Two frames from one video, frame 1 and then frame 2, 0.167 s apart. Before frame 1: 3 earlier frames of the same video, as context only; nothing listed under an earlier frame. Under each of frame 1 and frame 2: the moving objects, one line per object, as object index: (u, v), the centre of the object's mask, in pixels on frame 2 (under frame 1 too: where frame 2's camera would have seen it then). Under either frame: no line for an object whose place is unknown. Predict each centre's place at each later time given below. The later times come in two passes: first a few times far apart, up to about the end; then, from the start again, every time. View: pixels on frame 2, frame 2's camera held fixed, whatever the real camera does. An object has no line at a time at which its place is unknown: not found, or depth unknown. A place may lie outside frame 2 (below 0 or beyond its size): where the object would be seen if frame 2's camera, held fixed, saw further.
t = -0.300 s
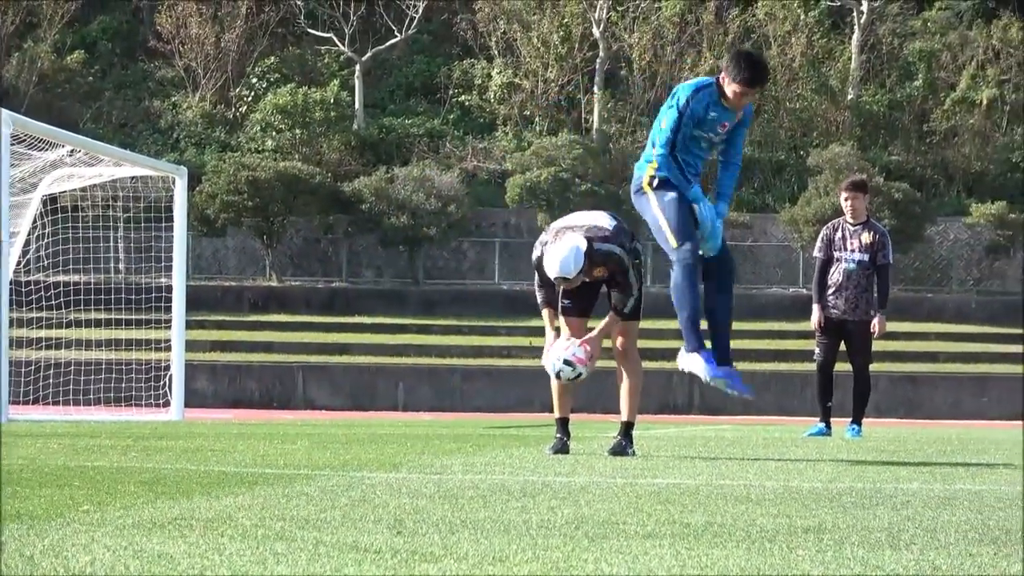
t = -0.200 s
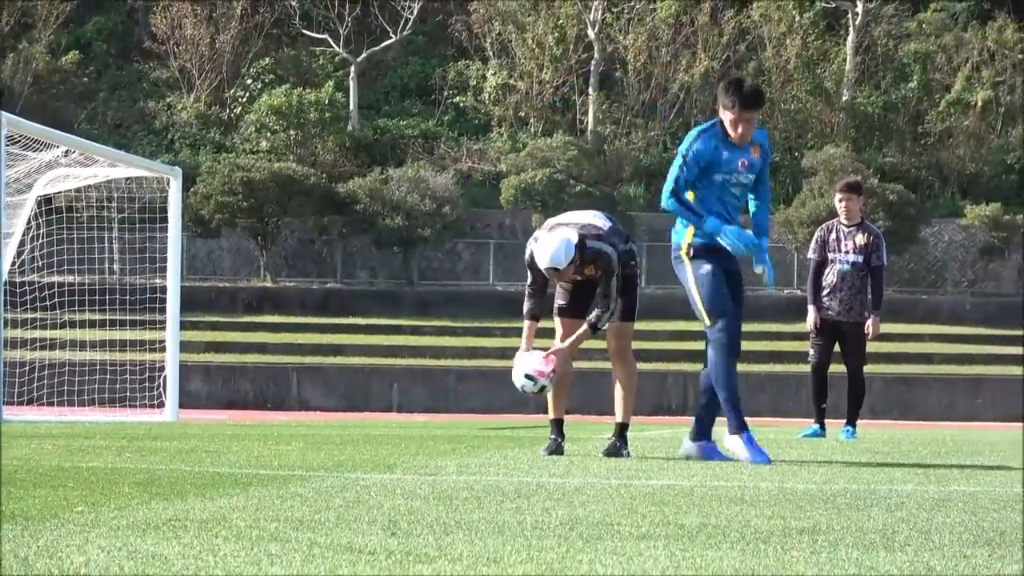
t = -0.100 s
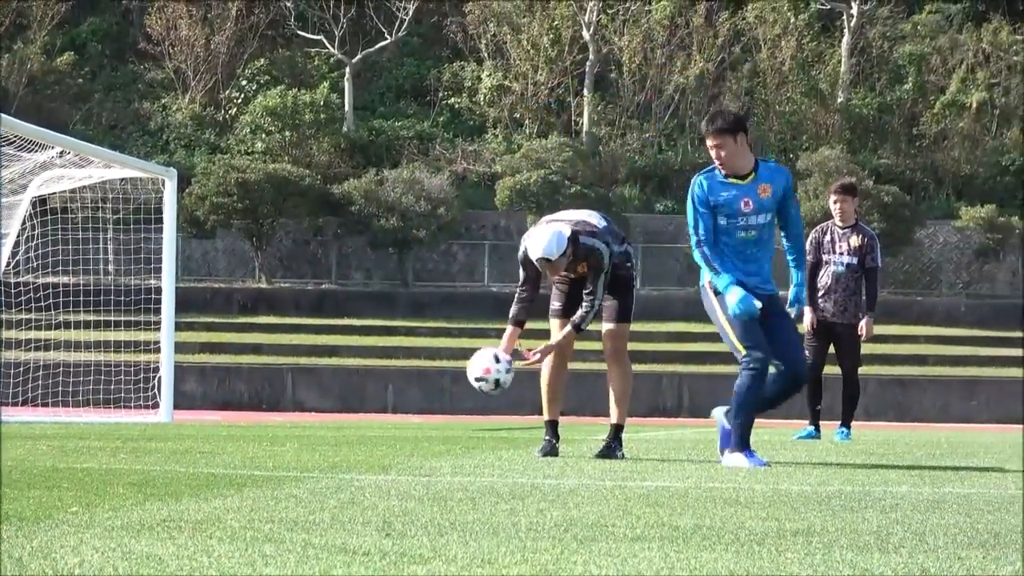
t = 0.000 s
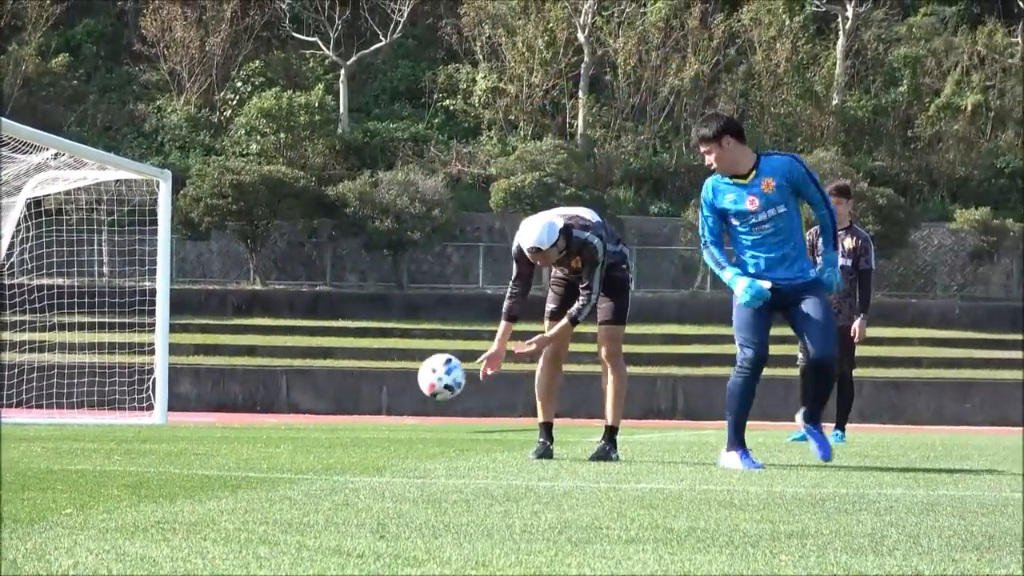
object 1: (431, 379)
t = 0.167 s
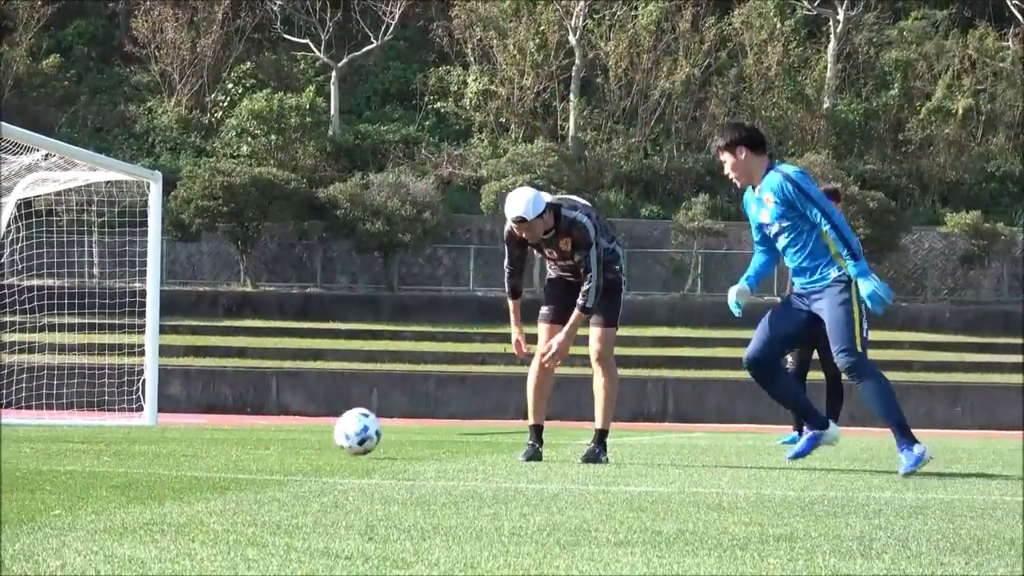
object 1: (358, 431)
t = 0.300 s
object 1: (315, 418)
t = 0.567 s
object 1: (234, 430)
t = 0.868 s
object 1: (150, 430)
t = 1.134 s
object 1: (86, 427)
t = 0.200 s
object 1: (345, 437)
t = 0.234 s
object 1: (335, 429)
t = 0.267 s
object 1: (325, 422)
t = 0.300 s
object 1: (315, 418)
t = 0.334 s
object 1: (305, 416)
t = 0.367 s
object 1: (295, 416)
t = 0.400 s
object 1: (285, 419)
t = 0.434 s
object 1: (274, 423)
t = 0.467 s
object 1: (264, 432)
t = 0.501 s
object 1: (254, 437)
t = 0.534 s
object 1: (244, 433)
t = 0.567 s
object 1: (234, 430)
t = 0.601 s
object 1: (225, 429)
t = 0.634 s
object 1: (214, 431)
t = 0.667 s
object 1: (205, 434)
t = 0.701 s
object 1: (196, 433)
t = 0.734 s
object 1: (186, 431)
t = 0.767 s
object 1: (177, 431)
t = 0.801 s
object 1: (168, 432)
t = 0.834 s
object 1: (159, 431)
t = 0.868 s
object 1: (150, 430)
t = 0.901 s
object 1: (141, 430)
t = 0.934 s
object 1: (133, 429)
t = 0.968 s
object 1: (125, 429)
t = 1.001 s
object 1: (117, 428)
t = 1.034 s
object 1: (109, 428)
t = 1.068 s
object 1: (101, 428)
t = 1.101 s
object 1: (94, 428)
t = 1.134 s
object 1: (86, 427)
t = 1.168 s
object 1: (79, 427)
